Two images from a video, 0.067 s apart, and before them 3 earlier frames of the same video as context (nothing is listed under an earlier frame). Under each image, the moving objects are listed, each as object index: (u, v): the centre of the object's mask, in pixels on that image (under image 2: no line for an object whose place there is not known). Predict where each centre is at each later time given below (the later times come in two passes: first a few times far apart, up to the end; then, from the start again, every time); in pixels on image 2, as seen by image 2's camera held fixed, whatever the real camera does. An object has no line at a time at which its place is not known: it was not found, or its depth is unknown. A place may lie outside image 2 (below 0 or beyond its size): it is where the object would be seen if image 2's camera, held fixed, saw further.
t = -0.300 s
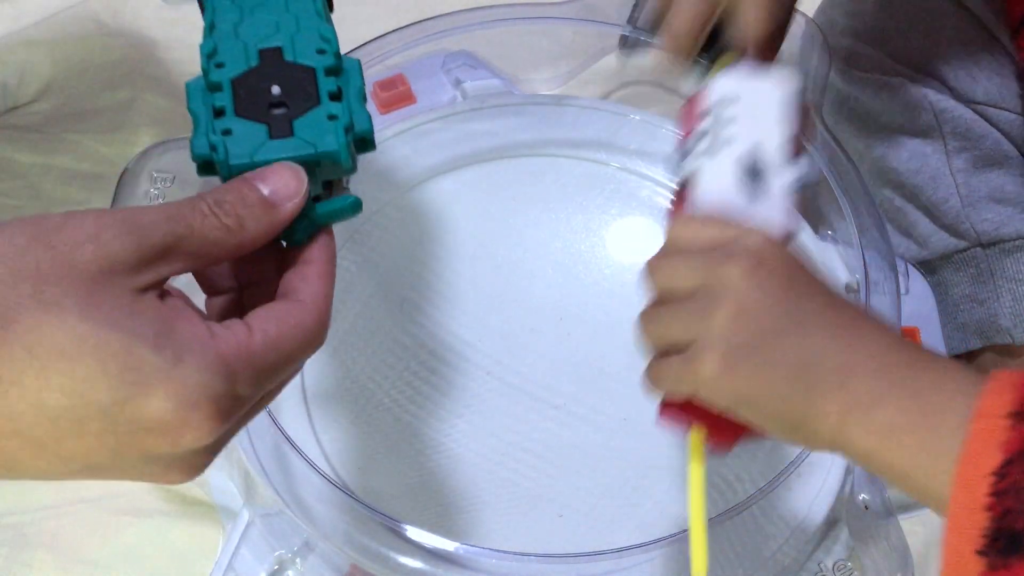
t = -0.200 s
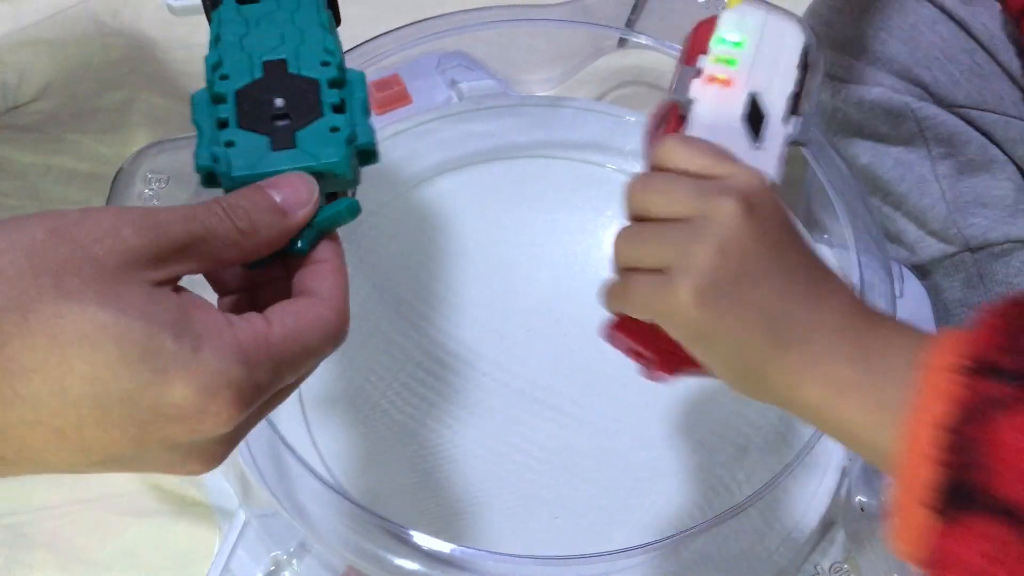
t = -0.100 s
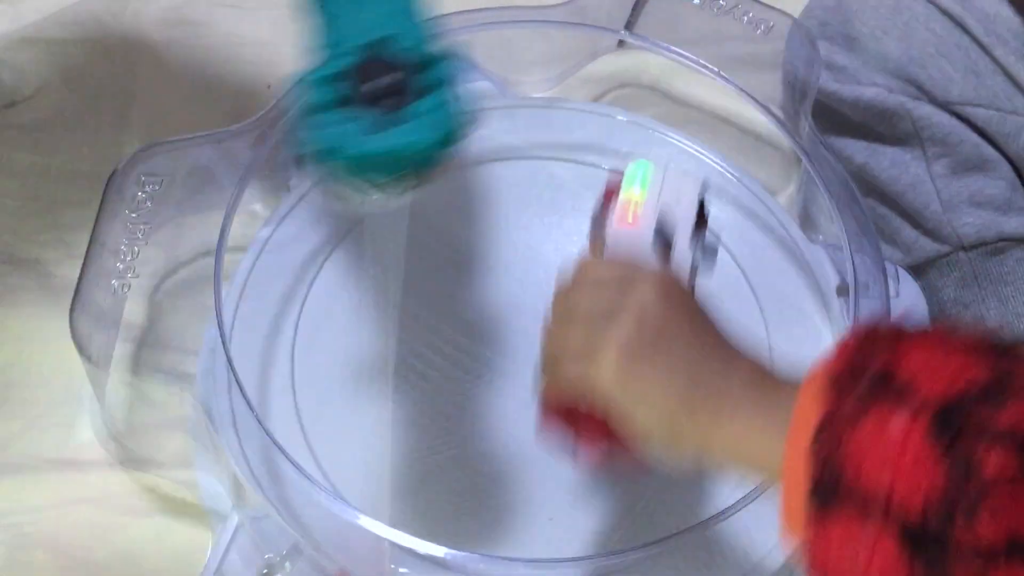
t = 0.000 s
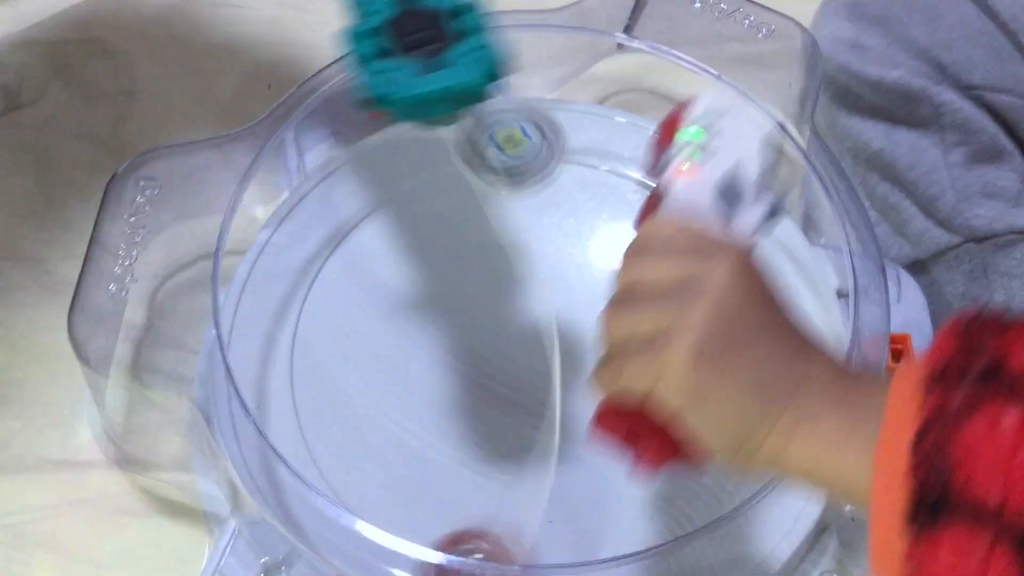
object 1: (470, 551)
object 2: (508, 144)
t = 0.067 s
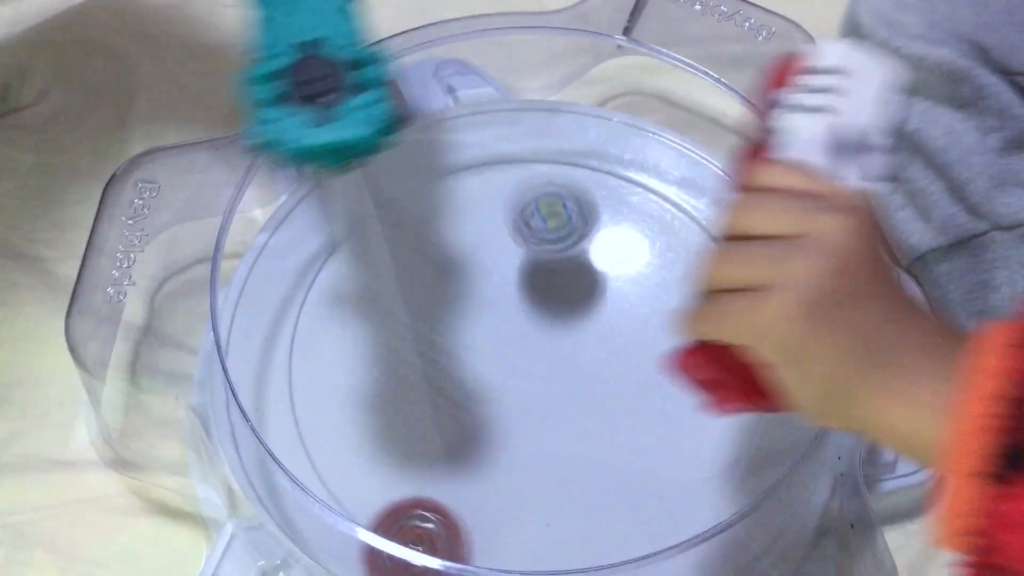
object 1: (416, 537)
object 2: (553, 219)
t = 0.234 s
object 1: (415, 382)
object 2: (603, 234)
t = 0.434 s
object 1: (462, 271)
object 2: (654, 270)
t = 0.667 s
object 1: (420, 336)
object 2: (711, 280)
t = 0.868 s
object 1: (476, 414)
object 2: (607, 278)
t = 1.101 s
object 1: (512, 448)
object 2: (544, 286)
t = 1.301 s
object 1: (491, 538)
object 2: (547, 183)
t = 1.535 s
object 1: (511, 421)
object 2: (484, 261)
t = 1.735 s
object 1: (484, 397)
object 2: (510, 251)
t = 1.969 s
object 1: (430, 356)
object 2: (514, 275)
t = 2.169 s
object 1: (461, 244)
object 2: (526, 320)
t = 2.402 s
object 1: (594, 407)
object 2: (444, 416)
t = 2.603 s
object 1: (564, 275)
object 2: (466, 309)
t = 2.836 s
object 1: (492, 395)
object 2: (619, 330)
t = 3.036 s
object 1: (570, 337)
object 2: (467, 405)
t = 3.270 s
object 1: (523, 318)
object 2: (507, 233)
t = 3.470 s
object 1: (494, 359)
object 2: (590, 401)
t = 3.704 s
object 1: (558, 366)
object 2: (495, 275)
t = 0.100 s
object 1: (409, 509)
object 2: (568, 226)
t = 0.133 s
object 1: (396, 486)
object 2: (580, 214)
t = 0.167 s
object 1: (397, 451)
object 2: (590, 217)
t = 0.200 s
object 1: (402, 415)
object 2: (599, 230)
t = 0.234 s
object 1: (415, 382)
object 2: (603, 234)
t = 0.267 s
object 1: (430, 353)
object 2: (603, 243)
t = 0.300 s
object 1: (450, 325)
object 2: (601, 251)
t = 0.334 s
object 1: (471, 305)
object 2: (595, 258)
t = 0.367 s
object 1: (491, 288)
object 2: (588, 265)
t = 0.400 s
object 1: (483, 276)
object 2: (618, 266)
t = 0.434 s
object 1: (462, 271)
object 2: (654, 270)
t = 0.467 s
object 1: (446, 270)
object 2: (683, 272)
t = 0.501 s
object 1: (435, 274)
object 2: (701, 274)
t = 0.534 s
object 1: (428, 282)
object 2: (715, 276)
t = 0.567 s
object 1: (421, 294)
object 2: (723, 278)
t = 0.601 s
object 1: (418, 307)
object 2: (724, 279)
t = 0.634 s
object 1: (418, 320)
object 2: (719, 280)
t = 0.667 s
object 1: (420, 336)
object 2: (711, 280)
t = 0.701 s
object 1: (425, 353)
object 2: (698, 280)
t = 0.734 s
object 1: (430, 368)
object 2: (685, 280)
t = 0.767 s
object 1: (439, 384)
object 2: (668, 278)
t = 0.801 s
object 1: (450, 396)
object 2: (652, 277)
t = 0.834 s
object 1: (464, 408)
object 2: (628, 279)
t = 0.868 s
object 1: (476, 414)
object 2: (607, 278)
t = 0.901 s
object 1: (488, 418)
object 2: (590, 279)
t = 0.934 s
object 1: (499, 419)
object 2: (575, 283)
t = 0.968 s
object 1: (508, 417)
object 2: (561, 287)
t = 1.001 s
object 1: (515, 415)
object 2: (551, 299)
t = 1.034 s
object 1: (520, 413)
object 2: (542, 310)
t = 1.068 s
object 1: (523, 409)
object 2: (536, 320)
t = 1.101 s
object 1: (512, 448)
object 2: (544, 286)
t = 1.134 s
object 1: (500, 489)
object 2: (552, 251)
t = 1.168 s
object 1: (491, 522)
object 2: (559, 224)
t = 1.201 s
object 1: (486, 539)
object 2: (563, 203)
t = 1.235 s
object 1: (486, 542)
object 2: (562, 190)
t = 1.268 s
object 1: (488, 541)
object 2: (556, 183)
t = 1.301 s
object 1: (491, 538)
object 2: (547, 183)
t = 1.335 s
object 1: (494, 532)
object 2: (535, 188)
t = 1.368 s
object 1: (497, 522)
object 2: (523, 196)
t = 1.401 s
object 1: (502, 506)
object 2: (512, 206)
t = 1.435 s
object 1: (506, 488)
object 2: (504, 218)
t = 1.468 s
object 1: (509, 467)
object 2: (494, 232)
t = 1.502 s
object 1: (511, 445)
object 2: (487, 248)
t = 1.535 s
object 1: (511, 421)
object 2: (484, 261)
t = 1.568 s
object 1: (512, 399)
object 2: (480, 274)
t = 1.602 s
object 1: (513, 376)
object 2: (480, 288)
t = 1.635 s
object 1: (509, 370)
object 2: (484, 286)
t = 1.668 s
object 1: (500, 380)
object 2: (493, 268)
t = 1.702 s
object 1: (492, 392)
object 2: (502, 257)
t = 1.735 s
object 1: (484, 397)
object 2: (510, 251)
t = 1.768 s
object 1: (475, 397)
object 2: (514, 251)
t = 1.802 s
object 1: (465, 394)
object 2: (516, 252)
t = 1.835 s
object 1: (456, 388)
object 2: (517, 256)
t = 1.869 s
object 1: (448, 382)
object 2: (516, 261)
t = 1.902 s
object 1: (441, 375)
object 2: (516, 265)
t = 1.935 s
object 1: (435, 366)
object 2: (515, 270)
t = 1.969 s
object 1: (430, 356)
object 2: (514, 275)
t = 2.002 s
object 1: (426, 346)
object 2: (513, 280)
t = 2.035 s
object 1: (423, 335)
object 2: (512, 285)
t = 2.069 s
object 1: (422, 325)
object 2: (512, 290)
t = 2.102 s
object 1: (421, 313)
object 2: (512, 295)
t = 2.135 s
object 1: (430, 272)
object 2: (525, 309)
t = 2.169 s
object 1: (461, 244)
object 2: (526, 320)
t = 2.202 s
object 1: (501, 230)
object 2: (526, 325)
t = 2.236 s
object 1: (547, 236)
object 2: (530, 329)
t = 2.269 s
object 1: (585, 262)
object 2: (534, 337)
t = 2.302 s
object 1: (622, 300)
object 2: (526, 341)
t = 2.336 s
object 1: (644, 344)
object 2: (474, 366)
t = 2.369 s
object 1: (630, 381)
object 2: (438, 403)
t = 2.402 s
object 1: (594, 407)
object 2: (444, 416)
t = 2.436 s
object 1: (571, 414)
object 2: (441, 403)
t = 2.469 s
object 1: (561, 398)
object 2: (421, 380)
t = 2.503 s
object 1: (528, 366)
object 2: (435, 369)
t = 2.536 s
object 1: (526, 332)
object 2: (439, 352)
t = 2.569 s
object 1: (545, 298)
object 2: (440, 335)
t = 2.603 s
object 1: (564, 275)
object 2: (466, 309)
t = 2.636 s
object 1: (588, 267)
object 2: (496, 271)
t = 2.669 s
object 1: (607, 281)
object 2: (520, 236)
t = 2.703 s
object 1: (609, 311)
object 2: (539, 232)
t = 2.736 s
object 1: (596, 348)
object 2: (548, 255)
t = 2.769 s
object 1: (569, 374)
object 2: (572, 287)
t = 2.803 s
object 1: (526, 397)
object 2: (606, 304)
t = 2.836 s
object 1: (492, 395)
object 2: (619, 330)
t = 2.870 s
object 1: (471, 374)
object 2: (620, 361)
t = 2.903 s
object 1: (470, 346)
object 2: (606, 388)
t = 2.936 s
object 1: (491, 324)
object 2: (582, 406)
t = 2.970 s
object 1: (521, 311)
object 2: (549, 413)
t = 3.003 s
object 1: (551, 320)
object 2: (509, 409)
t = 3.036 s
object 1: (570, 337)
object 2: (467, 405)
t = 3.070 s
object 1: (573, 365)
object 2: (448, 397)
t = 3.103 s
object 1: (560, 384)
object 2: (459, 382)
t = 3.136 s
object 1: (588, 400)
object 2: (420, 339)
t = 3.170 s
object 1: (555, 390)
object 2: (421, 299)
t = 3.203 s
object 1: (530, 367)
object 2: (440, 266)
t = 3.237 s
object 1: (520, 342)
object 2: (471, 242)
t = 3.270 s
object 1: (523, 318)
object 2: (507, 233)
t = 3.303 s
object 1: (530, 333)
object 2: (550, 219)
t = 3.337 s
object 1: (545, 347)
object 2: (587, 238)
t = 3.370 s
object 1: (550, 361)
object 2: (614, 274)
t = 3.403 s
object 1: (542, 369)
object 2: (624, 321)
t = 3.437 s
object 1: (519, 369)
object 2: (618, 368)
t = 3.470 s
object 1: (494, 359)
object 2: (590, 401)
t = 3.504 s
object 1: (480, 339)
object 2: (549, 413)
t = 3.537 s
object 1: (485, 322)
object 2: (508, 406)
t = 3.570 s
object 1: (506, 307)
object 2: (473, 394)
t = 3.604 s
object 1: (527, 310)
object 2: (460, 370)
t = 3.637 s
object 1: (553, 326)
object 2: (453, 338)
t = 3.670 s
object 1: (556, 343)
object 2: (476, 305)
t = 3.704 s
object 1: (558, 366)
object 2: (495, 275)
